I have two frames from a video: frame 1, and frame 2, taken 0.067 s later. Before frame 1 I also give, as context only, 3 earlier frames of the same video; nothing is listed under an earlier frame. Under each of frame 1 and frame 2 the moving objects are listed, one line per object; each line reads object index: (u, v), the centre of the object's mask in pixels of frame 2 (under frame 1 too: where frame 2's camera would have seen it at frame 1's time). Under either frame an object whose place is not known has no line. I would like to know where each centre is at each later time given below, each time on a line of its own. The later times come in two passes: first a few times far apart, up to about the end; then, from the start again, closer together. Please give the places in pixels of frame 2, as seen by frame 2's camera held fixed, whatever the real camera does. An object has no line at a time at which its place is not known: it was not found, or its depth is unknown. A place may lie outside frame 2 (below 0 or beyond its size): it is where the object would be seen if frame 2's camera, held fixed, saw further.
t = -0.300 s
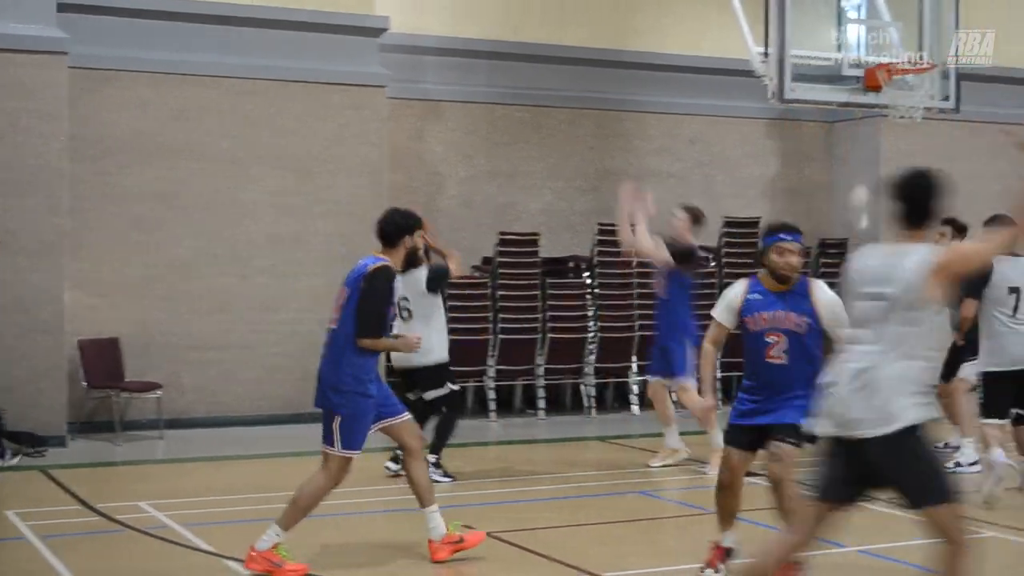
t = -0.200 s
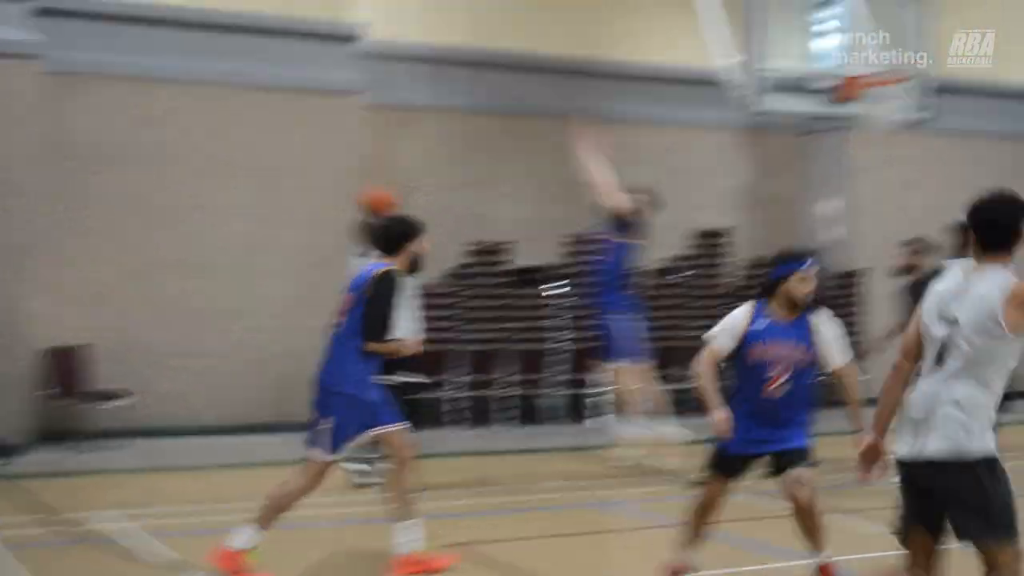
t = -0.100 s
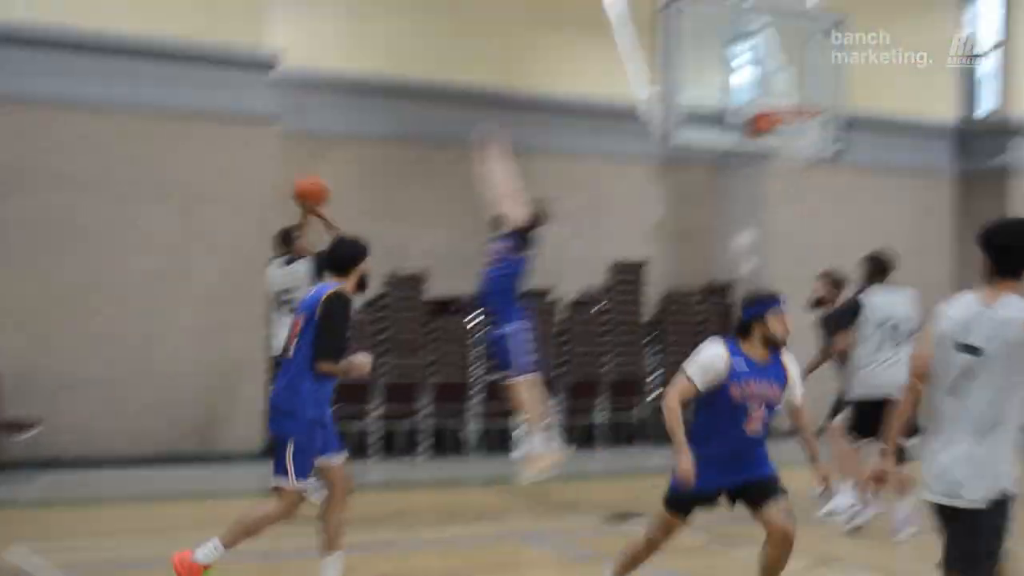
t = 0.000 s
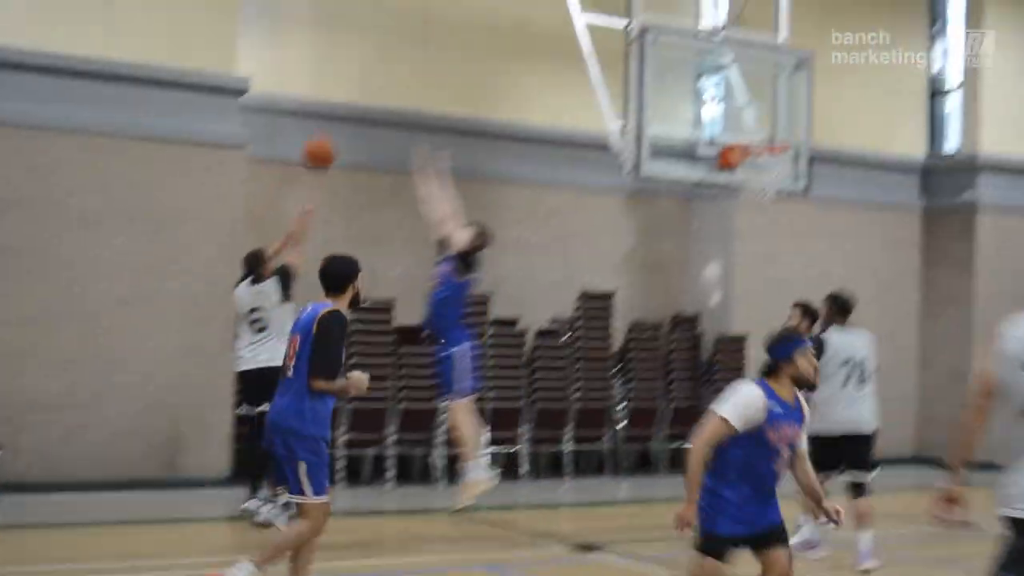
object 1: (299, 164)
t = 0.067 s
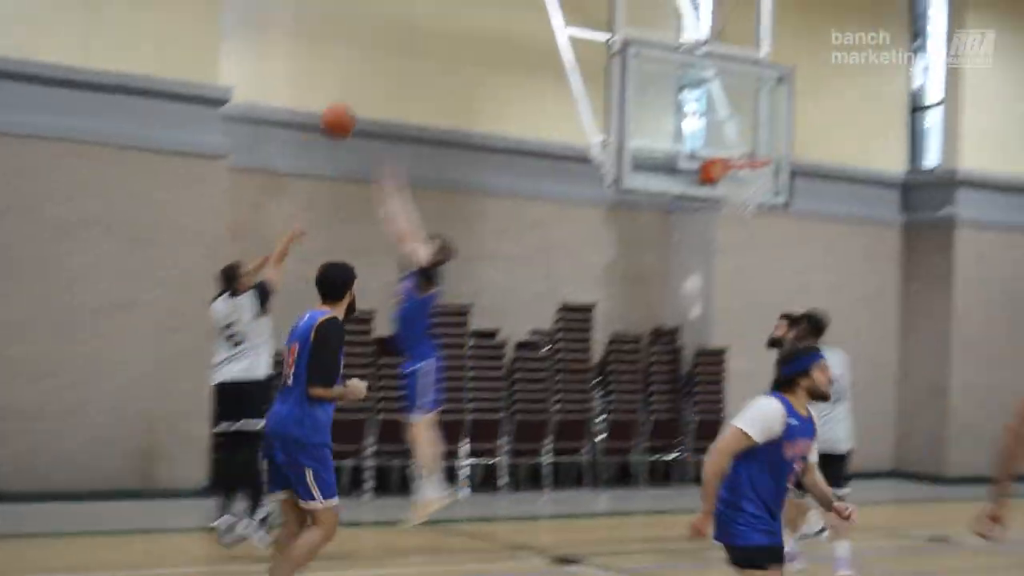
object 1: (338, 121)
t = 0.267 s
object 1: (441, 34)
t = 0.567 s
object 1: (578, 6)
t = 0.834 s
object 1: (685, 76)
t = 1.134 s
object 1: (734, 136)
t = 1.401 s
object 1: (733, 132)
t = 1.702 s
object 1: (740, 172)
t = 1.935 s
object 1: (723, 209)
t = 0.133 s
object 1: (374, 85)
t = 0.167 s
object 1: (391, 70)
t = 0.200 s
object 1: (408, 56)
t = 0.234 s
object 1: (424, 44)
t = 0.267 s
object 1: (441, 34)
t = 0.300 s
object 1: (458, 25)
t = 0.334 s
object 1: (474, 17)
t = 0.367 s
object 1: (490, 11)
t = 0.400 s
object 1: (505, 7)
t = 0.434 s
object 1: (519, 4)
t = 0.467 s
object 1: (533, 2)
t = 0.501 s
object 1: (549, 3)
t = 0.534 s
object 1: (565, 3)
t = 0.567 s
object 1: (578, 6)
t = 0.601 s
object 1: (592, 10)
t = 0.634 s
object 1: (606, 16)
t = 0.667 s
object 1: (619, 23)
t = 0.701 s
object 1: (633, 30)
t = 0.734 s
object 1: (646, 40)
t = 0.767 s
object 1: (660, 51)
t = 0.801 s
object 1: (673, 62)
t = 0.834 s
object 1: (685, 76)
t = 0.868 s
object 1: (698, 89)
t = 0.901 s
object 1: (710, 105)
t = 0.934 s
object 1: (722, 121)
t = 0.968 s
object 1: (734, 139)
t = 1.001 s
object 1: (745, 150)
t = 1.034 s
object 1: (747, 151)
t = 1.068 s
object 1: (747, 149)
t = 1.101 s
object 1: (741, 145)
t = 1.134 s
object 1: (734, 136)
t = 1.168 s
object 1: (728, 130)
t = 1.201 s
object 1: (721, 125)
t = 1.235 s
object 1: (715, 122)
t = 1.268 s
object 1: (712, 120)
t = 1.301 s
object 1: (717, 121)
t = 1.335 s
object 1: (722, 123)
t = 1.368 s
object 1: (728, 127)
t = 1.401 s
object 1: (733, 132)
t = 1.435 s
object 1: (738, 138)
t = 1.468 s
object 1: (744, 146)
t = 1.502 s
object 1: (747, 149)
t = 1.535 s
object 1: (747, 148)
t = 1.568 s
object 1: (747, 150)
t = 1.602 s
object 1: (748, 152)
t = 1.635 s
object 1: (749, 153)
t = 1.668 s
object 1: (748, 154)
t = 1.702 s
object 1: (740, 172)
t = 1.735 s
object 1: (736, 174)
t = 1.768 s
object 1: (735, 175)
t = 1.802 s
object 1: (731, 183)
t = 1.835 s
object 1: (727, 189)
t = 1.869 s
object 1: (723, 194)
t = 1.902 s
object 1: (722, 198)
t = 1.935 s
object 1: (723, 209)
